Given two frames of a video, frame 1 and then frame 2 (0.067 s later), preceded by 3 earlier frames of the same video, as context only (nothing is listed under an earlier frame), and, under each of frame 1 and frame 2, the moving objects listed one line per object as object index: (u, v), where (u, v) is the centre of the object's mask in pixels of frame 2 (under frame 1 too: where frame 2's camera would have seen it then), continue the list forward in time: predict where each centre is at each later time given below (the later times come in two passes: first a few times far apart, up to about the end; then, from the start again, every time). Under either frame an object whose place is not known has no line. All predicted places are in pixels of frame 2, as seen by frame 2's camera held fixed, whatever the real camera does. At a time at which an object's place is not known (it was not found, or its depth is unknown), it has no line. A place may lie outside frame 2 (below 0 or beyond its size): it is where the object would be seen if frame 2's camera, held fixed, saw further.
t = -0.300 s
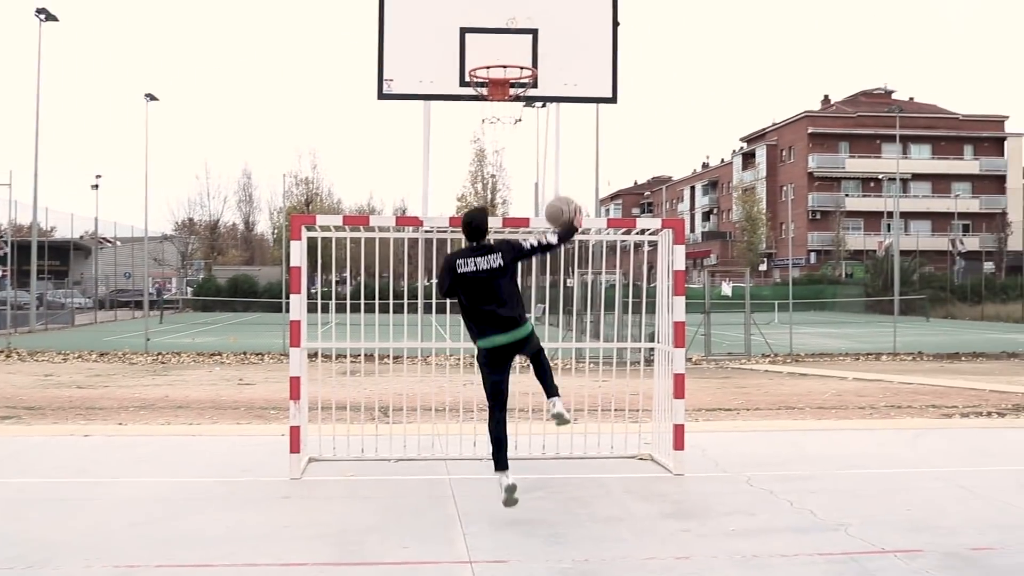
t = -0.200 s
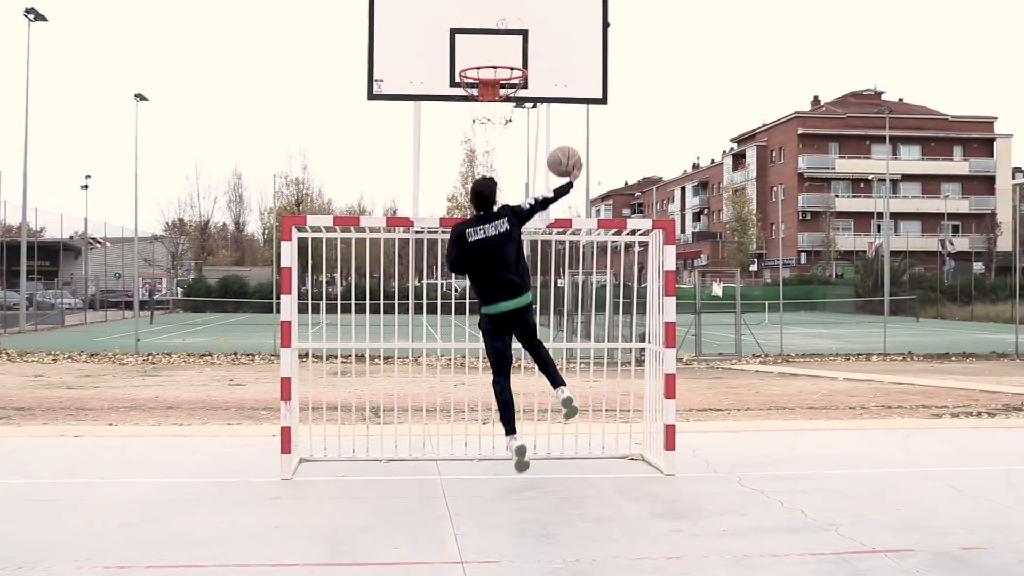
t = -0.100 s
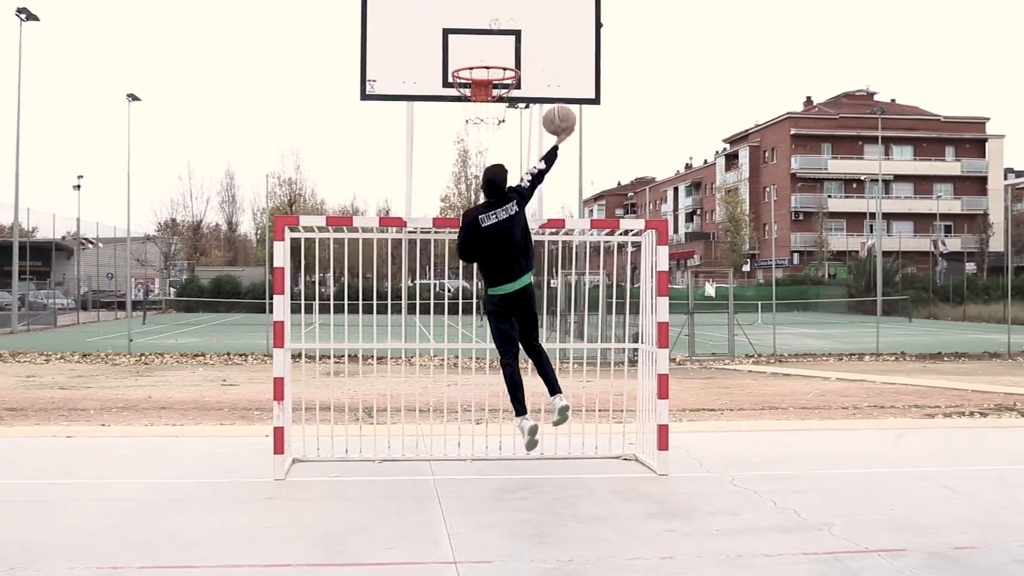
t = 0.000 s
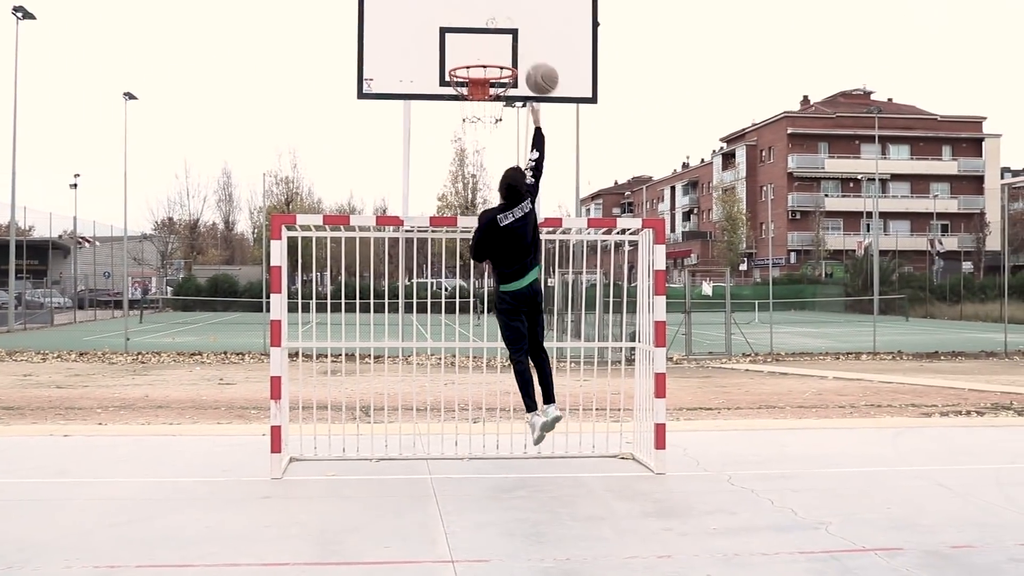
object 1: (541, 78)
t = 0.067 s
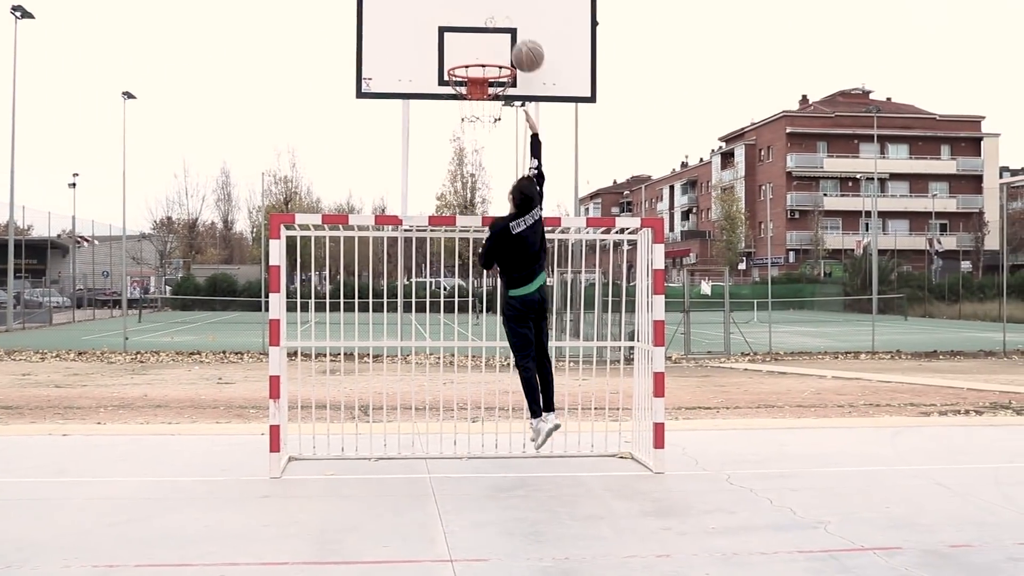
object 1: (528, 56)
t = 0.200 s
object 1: (505, 29)
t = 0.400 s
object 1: (486, 30)
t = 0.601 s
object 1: (480, 83)
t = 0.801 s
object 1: (498, 125)
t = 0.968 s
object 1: (505, 175)
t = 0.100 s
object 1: (522, 47)
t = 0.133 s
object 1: (515, 39)
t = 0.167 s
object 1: (509, 33)
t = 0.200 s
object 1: (505, 29)
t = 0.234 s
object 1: (501, 25)
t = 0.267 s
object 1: (498, 23)
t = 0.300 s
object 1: (495, 23)
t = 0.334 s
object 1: (492, 24)
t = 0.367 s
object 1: (489, 26)
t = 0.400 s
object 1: (486, 30)
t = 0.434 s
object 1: (482, 36)
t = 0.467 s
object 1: (479, 43)
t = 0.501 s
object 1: (475, 50)
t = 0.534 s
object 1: (472, 61)
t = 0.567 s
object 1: (475, 72)
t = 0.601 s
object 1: (480, 83)
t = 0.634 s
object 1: (487, 94)
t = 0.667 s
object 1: (490, 106)
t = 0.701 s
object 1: (493, 111)
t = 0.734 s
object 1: (495, 115)
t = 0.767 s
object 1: (497, 119)
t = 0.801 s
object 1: (498, 125)
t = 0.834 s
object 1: (499, 131)
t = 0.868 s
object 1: (501, 140)
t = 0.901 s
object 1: (502, 150)
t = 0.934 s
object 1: (504, 162)
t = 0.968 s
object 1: (505, 175)
